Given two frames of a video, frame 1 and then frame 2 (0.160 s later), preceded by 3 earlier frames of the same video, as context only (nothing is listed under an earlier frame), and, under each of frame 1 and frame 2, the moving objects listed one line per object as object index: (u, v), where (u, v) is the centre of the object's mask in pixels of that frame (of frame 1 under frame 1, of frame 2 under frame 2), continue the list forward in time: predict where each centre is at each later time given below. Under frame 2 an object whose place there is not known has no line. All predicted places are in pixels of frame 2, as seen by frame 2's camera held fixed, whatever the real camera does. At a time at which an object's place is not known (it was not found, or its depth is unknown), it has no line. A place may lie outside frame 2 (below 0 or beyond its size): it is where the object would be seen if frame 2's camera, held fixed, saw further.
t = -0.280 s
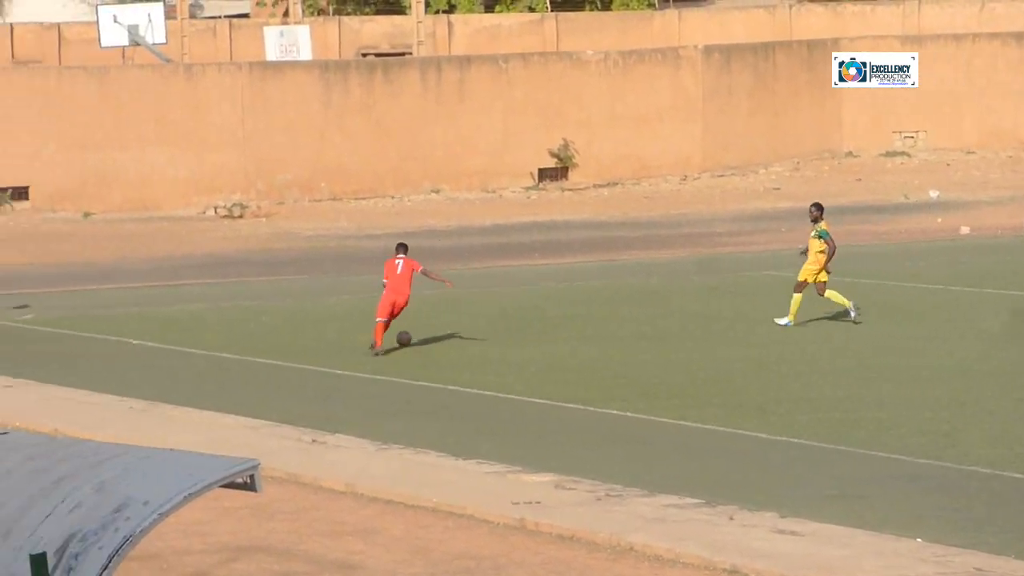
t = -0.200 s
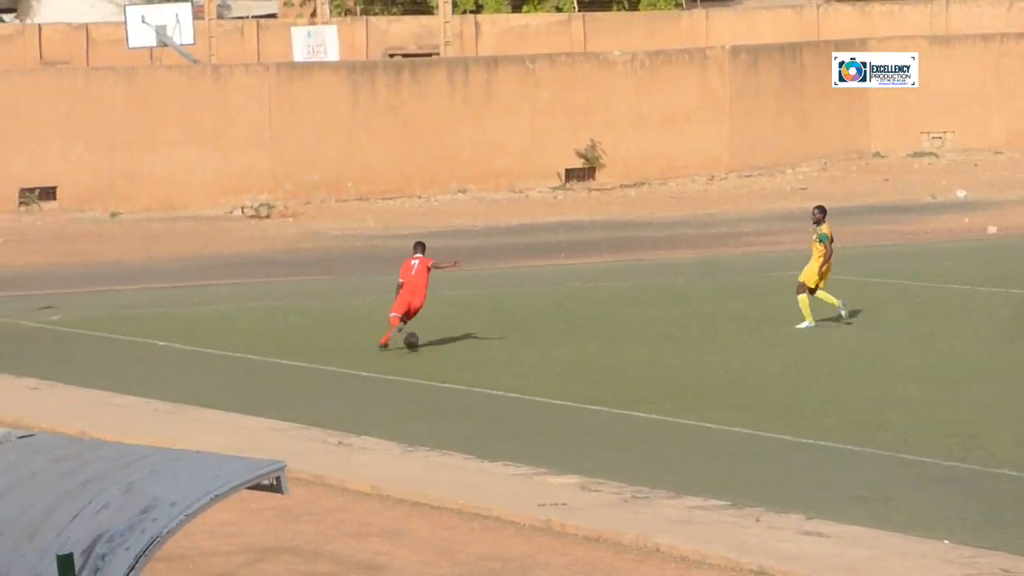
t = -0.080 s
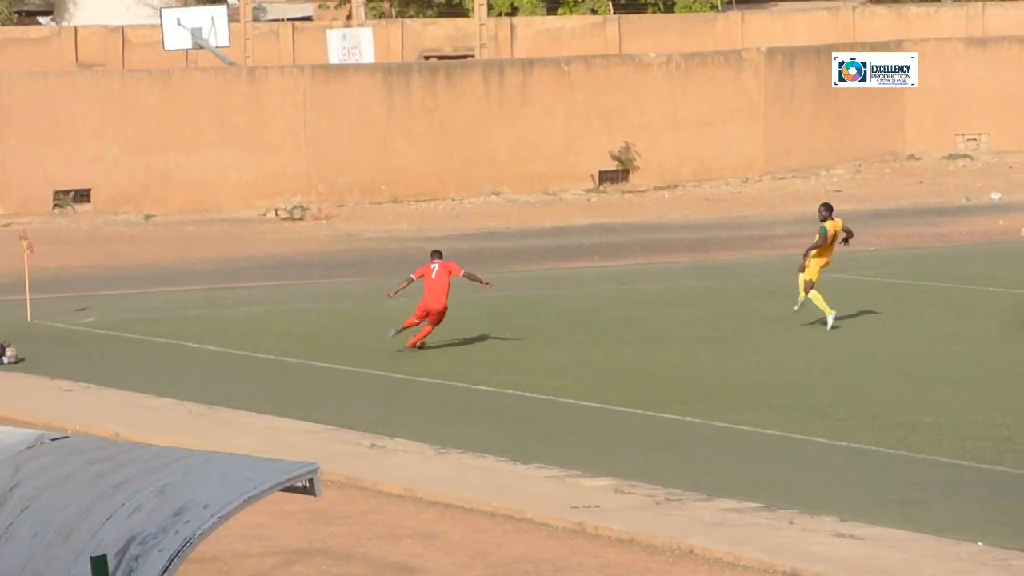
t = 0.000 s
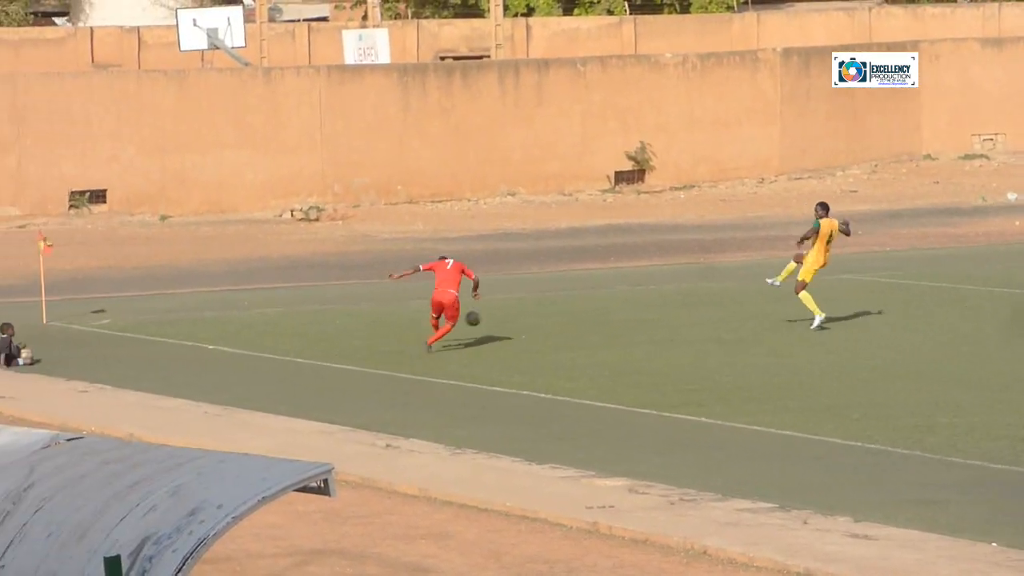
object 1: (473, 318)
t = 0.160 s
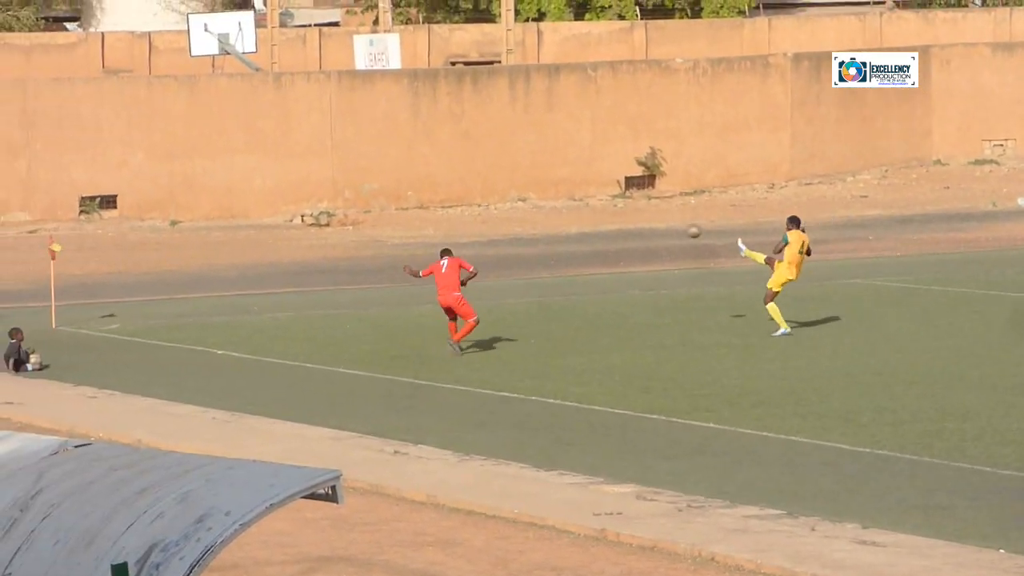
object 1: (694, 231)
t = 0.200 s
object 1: (741, 213)
